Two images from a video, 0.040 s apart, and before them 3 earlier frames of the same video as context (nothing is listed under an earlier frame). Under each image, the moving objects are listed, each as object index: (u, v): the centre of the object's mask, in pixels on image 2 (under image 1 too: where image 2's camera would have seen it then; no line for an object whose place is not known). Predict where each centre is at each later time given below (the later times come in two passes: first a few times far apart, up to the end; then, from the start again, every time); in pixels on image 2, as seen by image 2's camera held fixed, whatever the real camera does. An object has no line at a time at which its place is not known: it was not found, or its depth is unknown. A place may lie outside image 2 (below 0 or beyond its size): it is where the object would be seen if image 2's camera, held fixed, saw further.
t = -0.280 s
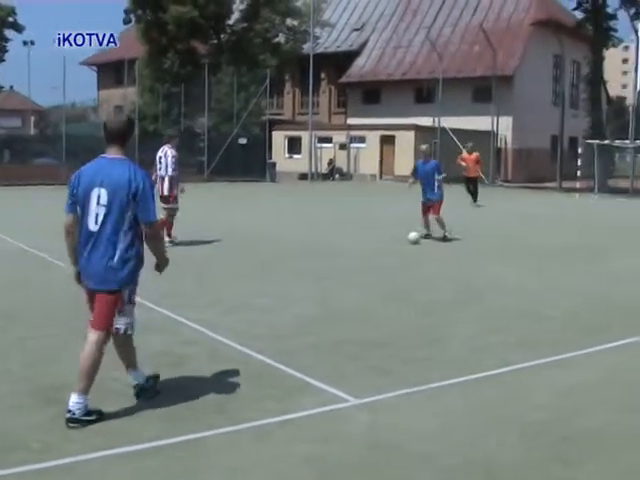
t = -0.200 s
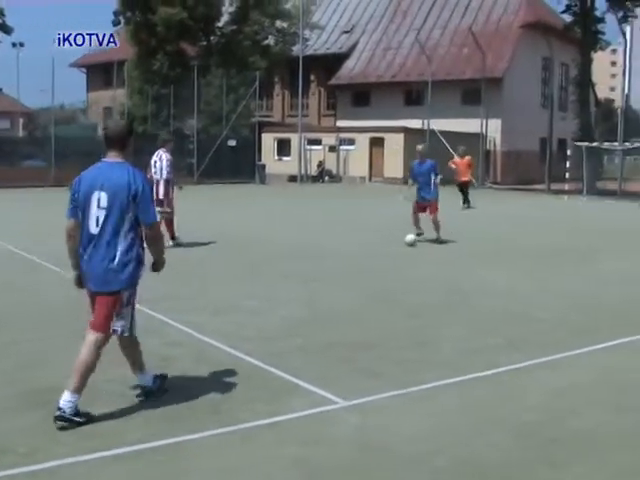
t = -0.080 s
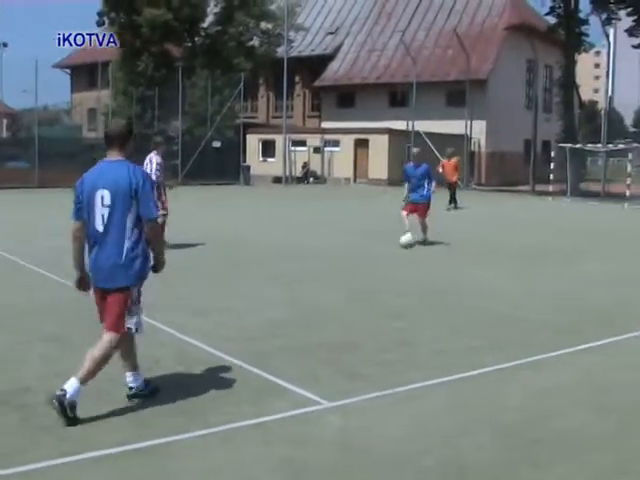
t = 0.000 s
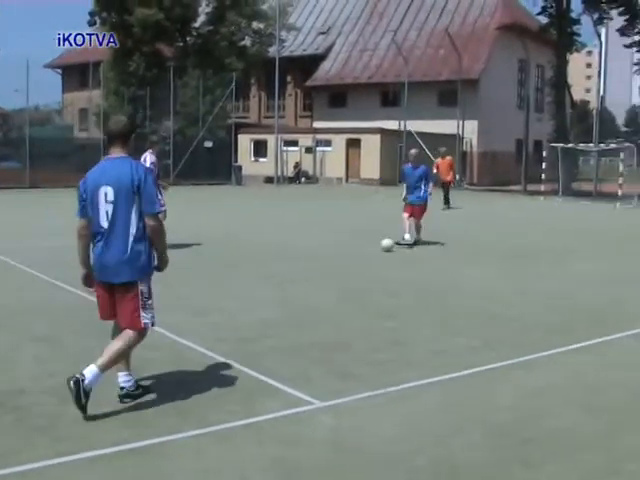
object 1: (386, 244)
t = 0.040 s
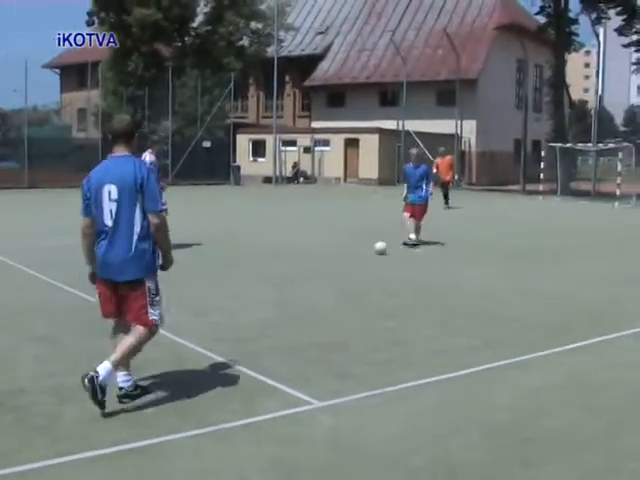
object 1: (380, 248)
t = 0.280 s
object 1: (351, 261)
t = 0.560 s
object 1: (318, 279)
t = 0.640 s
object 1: (307, 285)
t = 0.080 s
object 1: (376, 249)
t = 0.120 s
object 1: (370, 252)
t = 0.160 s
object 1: (366, 254)
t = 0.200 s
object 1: (361, 256)
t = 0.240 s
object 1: (356, 258)
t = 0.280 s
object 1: (351, 261)
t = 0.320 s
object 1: (347, 263)
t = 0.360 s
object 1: (341, 265)
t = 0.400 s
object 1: (336, 268)
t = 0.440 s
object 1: (332, 271)
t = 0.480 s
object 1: (327, 273)
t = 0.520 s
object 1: (323, 276)
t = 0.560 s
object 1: (318, 279)
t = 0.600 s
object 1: (313, 281)
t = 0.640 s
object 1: (307, 285)
